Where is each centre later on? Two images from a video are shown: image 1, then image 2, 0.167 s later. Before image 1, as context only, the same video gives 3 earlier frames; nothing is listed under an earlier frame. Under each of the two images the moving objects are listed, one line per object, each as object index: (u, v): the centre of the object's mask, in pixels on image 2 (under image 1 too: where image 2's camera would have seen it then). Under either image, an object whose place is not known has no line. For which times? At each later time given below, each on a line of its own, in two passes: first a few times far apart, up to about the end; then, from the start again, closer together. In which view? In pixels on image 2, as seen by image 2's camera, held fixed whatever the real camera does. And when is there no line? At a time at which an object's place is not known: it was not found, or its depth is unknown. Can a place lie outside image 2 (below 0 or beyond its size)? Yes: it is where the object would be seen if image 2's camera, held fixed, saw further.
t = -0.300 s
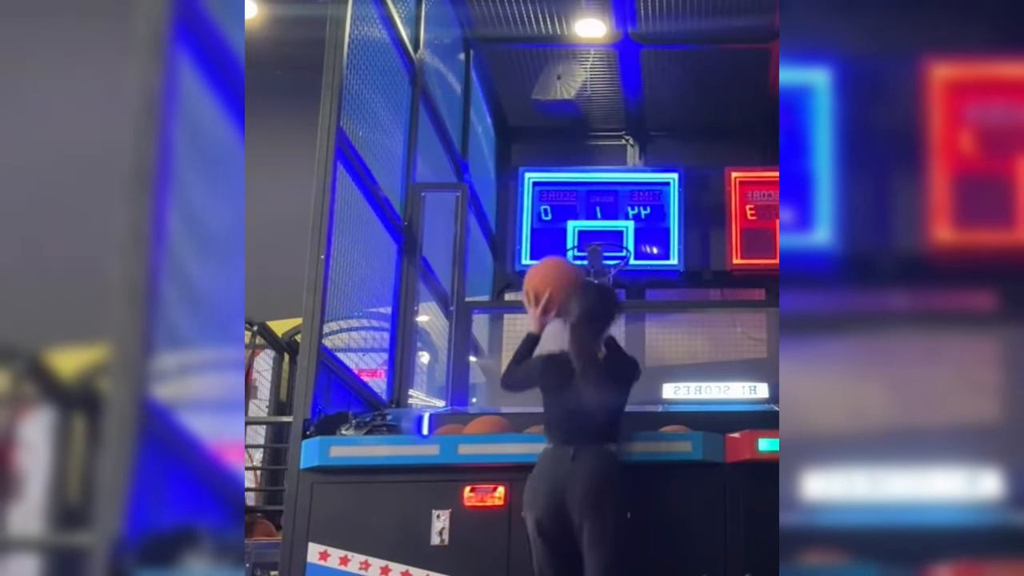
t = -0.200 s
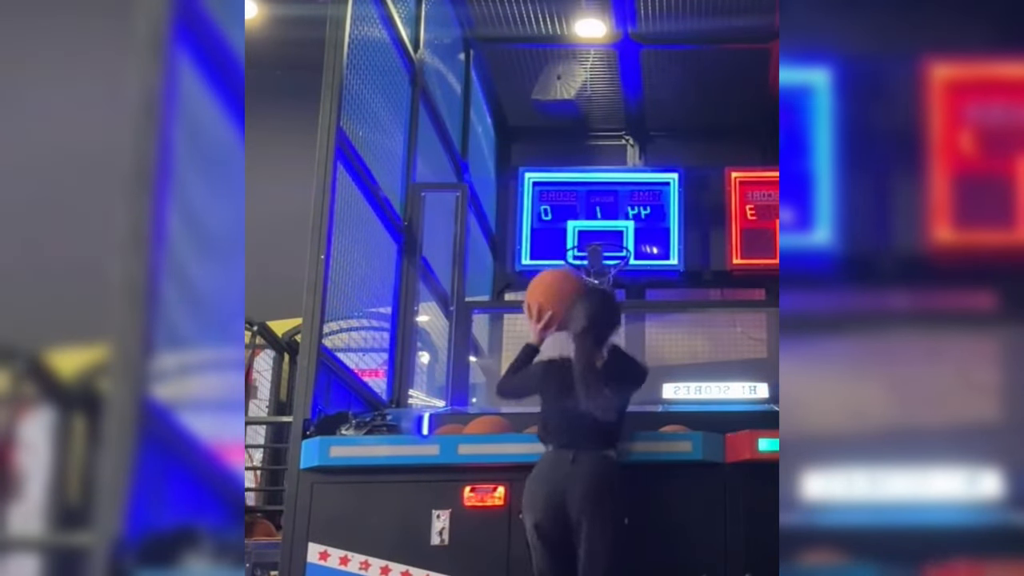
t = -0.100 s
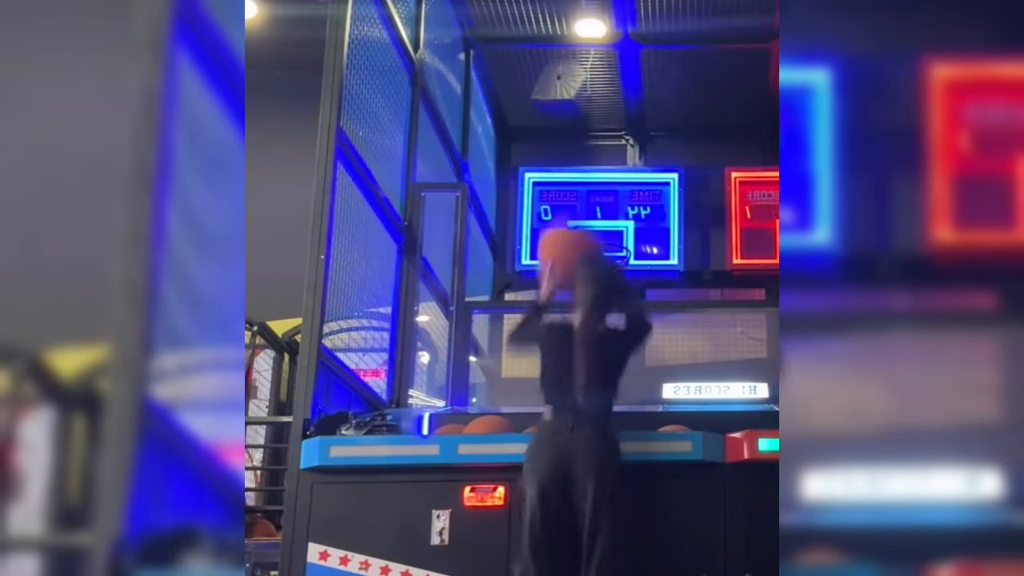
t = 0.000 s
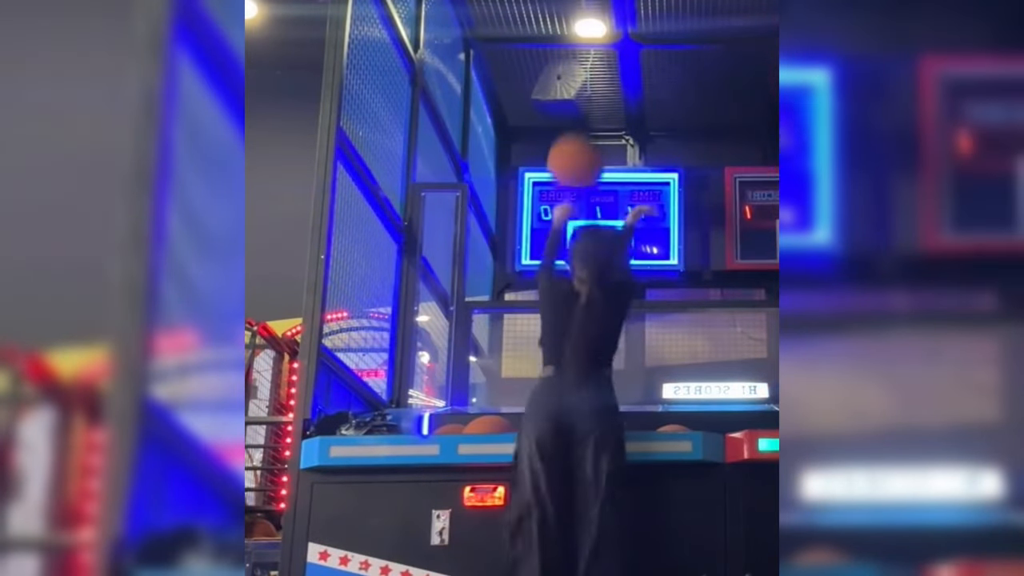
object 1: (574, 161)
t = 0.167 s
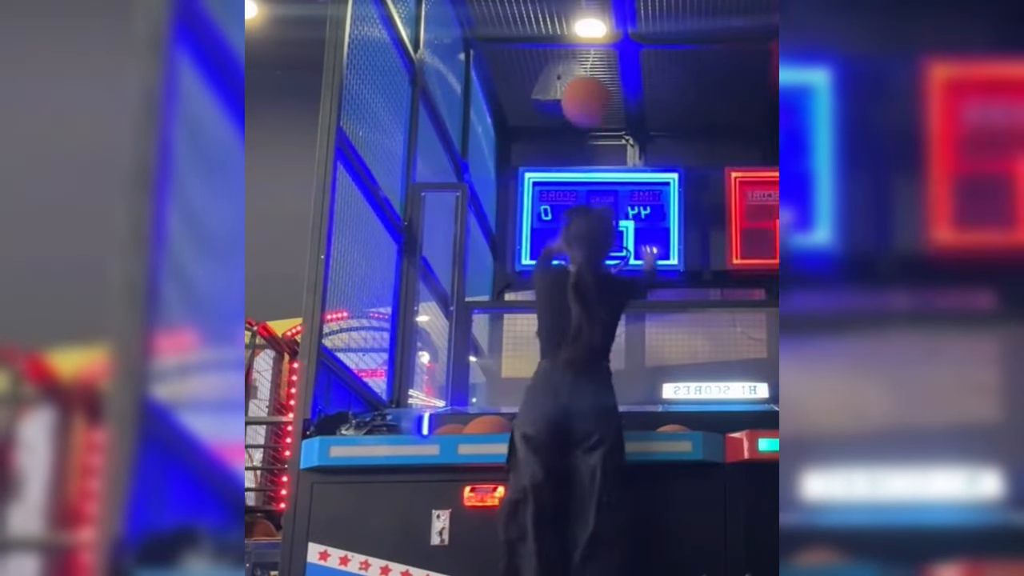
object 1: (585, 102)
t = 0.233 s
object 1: (590, 94)
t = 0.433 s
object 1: (596, 116)
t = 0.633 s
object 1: (601, 194)
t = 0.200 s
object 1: (587, 97)
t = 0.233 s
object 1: (590, 94)
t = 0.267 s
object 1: (591, 93)
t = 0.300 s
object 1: (592, 94)
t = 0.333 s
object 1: (593, 97)
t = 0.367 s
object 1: (594, 102)
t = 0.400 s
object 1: (594, 108)
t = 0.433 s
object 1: (596, 116)
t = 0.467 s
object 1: (596, 124)
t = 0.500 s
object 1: (597, 135)
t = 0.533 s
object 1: (598, 147)
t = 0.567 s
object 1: (599, 160)
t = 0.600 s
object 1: (599, 175)
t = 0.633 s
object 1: (601, 194)
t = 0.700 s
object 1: (601, 229)
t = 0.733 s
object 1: (602, 246)
